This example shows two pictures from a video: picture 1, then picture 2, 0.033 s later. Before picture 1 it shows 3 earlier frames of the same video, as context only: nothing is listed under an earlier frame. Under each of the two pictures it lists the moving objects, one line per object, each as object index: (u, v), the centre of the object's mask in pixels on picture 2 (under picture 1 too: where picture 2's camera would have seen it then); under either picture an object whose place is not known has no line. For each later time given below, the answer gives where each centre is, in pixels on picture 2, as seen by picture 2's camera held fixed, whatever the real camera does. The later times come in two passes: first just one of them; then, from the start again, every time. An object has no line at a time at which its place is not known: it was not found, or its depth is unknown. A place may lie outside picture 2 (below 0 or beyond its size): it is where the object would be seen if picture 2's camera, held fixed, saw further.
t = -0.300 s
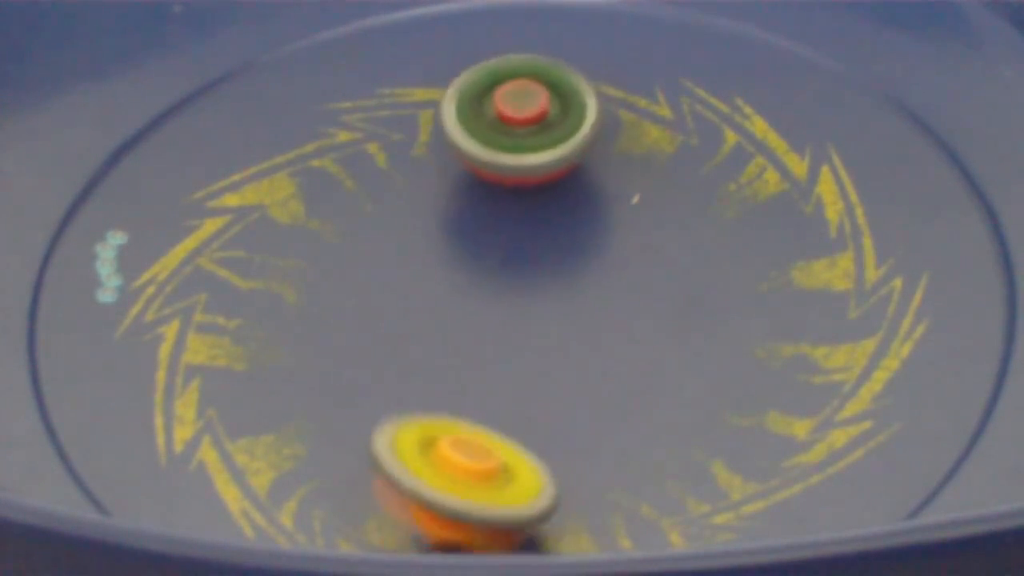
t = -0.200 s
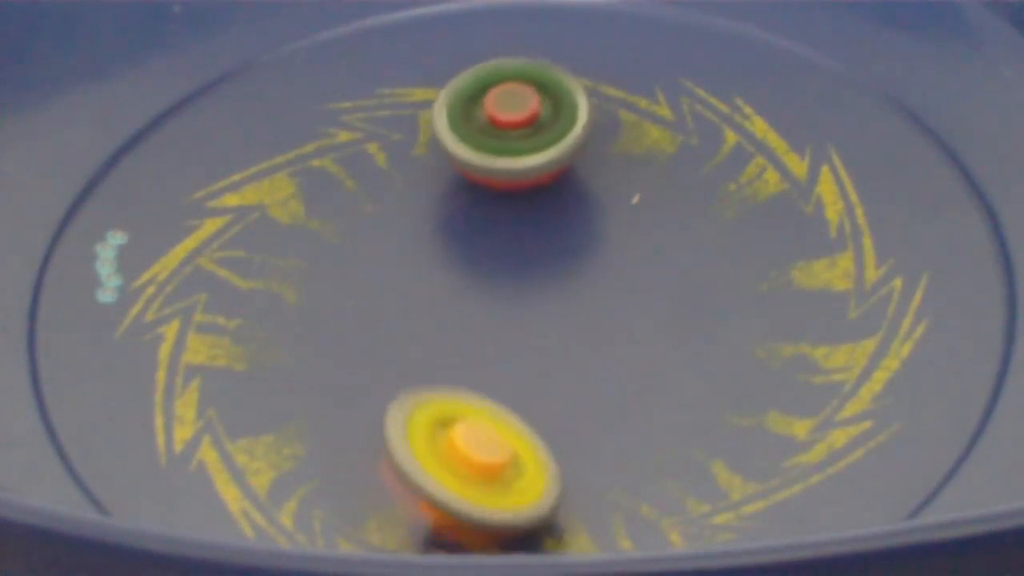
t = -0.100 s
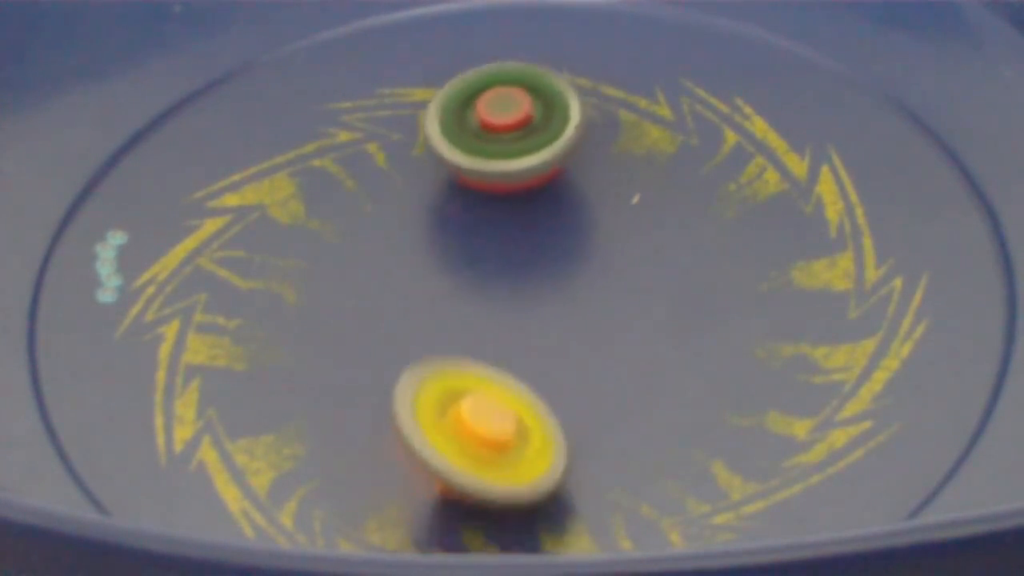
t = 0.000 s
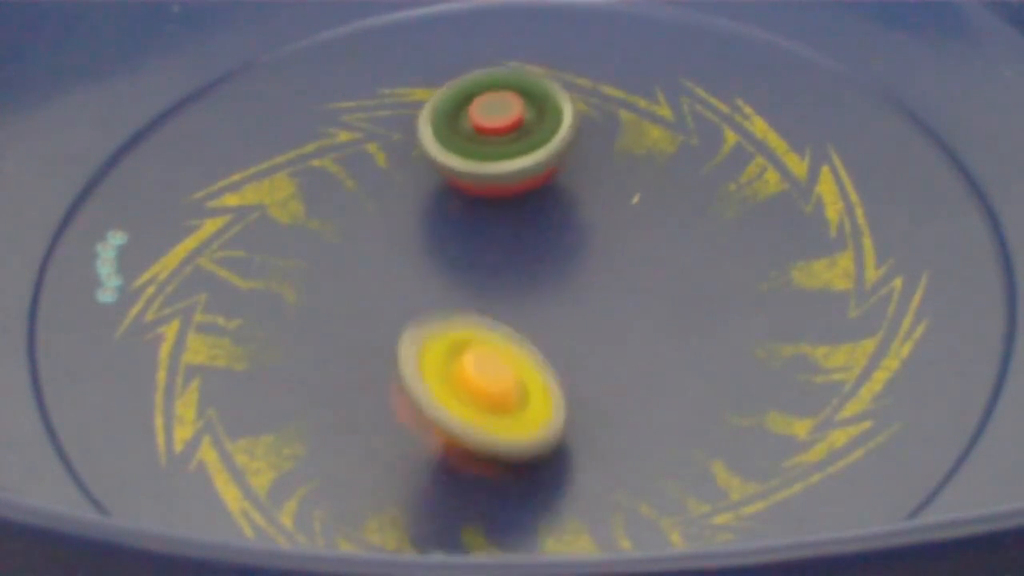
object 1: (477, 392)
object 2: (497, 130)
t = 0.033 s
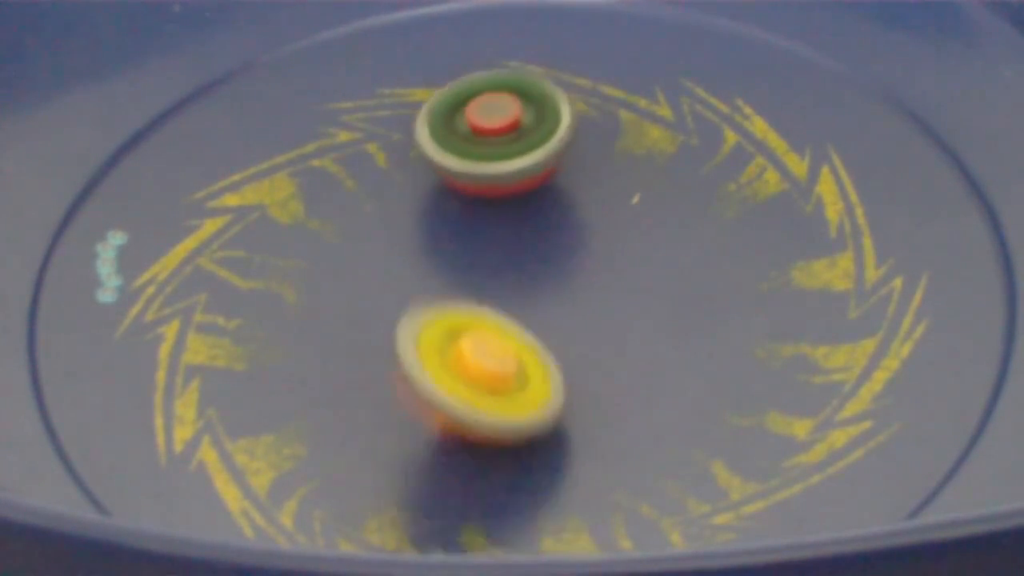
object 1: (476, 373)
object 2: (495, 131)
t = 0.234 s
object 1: (455, 280)
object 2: (482, 138)
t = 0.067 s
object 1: (473, 358)
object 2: (493, 133)
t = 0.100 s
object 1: (469, 339)
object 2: (490, 134)
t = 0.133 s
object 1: (466, 320)
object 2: (489, 134)
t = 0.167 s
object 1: (464, 305)
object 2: (487, 135)
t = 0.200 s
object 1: (460, 294)
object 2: (484, 137)
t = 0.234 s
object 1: (455, 280)
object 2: (482, 138)
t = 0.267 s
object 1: (451, 266)
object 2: (479, 139)
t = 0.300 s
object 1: (449, 256)
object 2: (478, 139)
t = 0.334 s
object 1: (441, 250)
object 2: (479, 136)
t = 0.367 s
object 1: (428, 246)
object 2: (481, 134)
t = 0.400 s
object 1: (419, 248)
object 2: (480, 135)
